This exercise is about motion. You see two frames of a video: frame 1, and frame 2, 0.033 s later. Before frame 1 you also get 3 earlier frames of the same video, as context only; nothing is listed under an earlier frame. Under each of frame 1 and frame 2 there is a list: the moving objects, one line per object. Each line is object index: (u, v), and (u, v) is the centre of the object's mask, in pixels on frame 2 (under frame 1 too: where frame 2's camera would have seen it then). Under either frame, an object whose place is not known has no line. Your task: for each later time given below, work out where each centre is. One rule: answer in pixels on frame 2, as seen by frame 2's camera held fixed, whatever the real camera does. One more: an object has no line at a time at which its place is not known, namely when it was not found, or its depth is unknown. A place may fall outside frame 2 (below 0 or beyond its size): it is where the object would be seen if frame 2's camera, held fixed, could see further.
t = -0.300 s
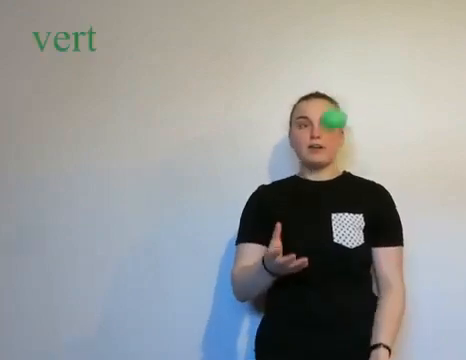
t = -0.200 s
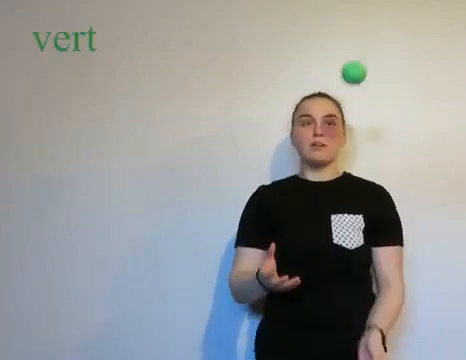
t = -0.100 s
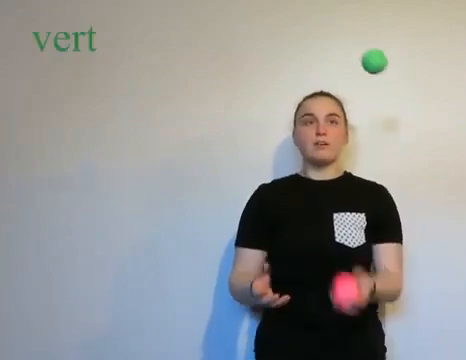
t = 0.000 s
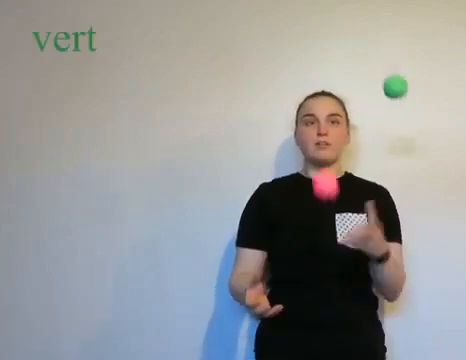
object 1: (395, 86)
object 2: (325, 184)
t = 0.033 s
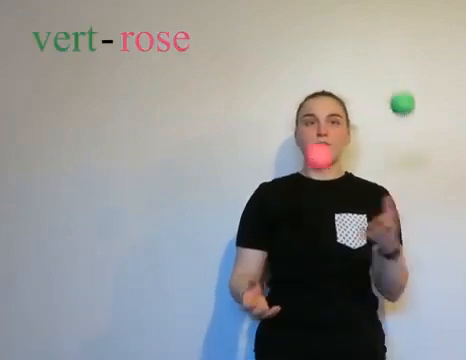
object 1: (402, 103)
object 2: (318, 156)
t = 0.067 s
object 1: (410, 125)
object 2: (311, 133)
